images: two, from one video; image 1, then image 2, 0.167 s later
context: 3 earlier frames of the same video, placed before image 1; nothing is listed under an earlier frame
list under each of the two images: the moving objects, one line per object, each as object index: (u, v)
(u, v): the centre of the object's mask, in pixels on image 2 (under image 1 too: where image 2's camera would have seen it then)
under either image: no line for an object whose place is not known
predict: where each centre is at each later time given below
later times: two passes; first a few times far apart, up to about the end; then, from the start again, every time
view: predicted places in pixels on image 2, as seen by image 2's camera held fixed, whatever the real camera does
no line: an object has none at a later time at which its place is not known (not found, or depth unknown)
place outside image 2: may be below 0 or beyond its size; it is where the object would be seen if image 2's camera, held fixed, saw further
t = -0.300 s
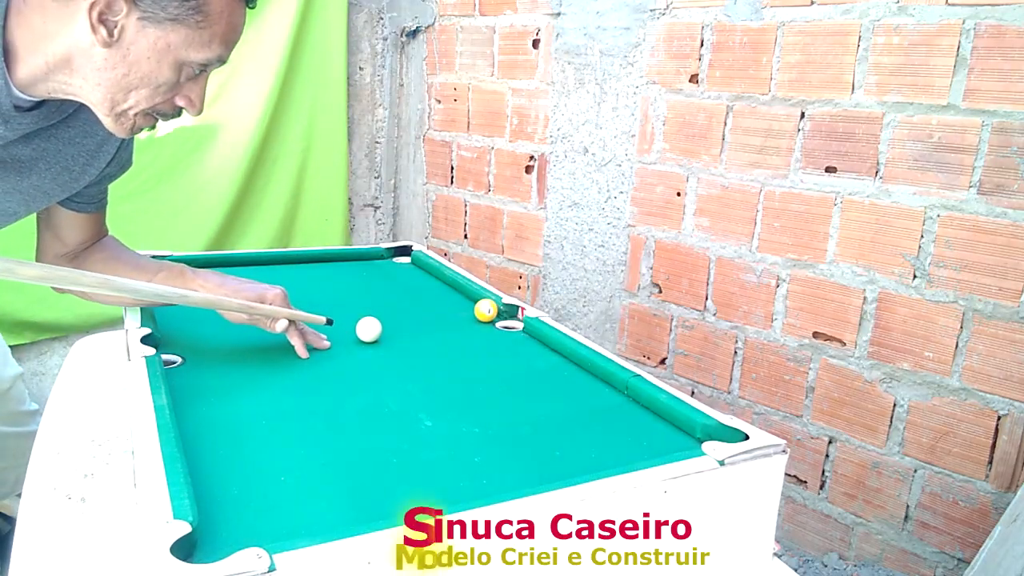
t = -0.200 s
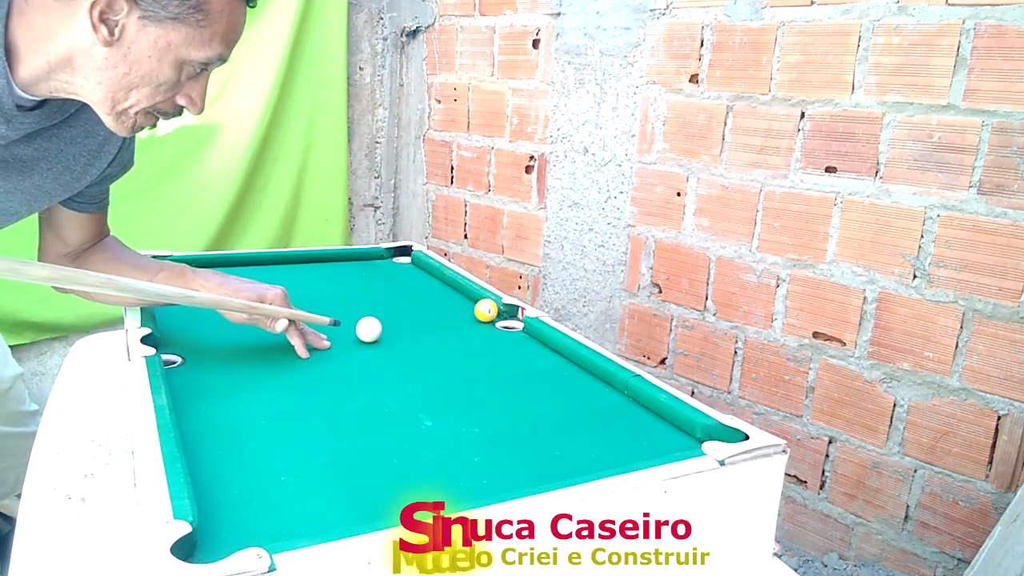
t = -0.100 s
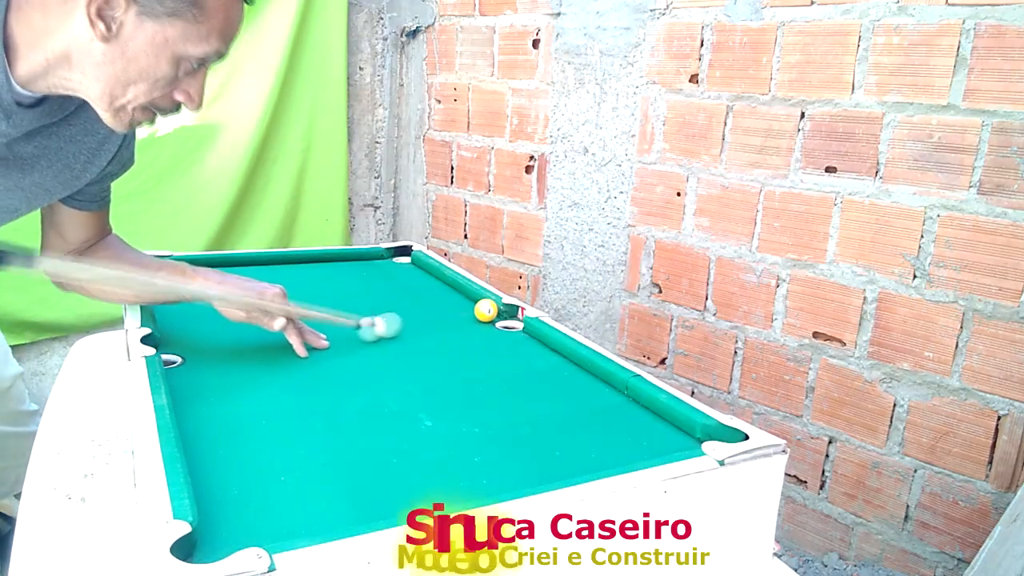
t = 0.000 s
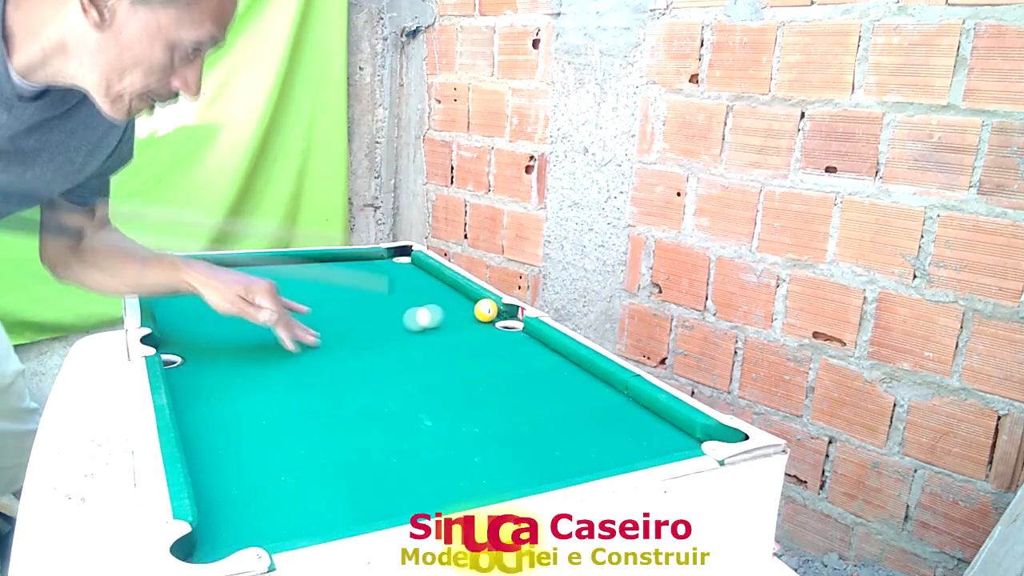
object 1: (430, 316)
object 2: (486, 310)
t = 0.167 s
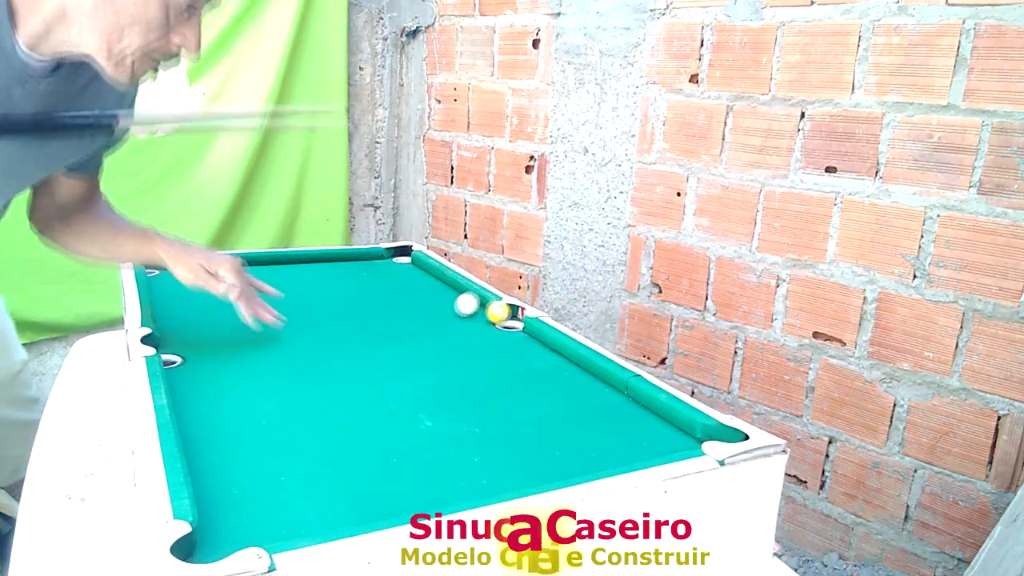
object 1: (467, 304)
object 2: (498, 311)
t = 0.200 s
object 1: (470, 301)
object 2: (501, 313)
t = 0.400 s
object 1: (446, 293)
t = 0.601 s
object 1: (418, 286)
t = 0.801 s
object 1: (392, 280)
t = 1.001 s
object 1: (367, 275)
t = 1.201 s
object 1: (345, 270)
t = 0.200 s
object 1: (470, 301)
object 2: (501, 313)
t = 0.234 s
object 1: (471, 299)
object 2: (504, 316)
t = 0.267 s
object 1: (467, 298)
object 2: (509, 324)
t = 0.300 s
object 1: (462, 297)
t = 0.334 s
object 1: (456, 295)
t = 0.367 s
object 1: (451, 294)
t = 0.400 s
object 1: (446, 293)
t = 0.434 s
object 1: (441, 292)
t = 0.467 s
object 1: (437, 291)
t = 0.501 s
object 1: (432, 290)
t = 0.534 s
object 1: (427, 289)
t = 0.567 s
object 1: (423, 287)
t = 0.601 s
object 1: (418, 286)
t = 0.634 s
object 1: (413, 285)
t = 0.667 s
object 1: (409, 284)
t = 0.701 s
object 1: (405, 283)
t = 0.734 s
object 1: (400, 282)
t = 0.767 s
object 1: (396, 281)
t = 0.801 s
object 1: (392, 280)
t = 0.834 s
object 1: (387, 280)
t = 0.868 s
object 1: (383, 279)
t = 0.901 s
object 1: (379, 278)
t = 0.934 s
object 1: (375, 277)
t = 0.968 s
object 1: (371, 276)
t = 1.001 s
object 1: (367, 275)
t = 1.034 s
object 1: (363, 274)
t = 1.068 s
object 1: (359, 273)
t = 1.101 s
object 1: (356, 272)
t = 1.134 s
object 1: (352, 272)
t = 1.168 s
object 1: (348, 271)
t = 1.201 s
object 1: (345, 270)
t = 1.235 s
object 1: (341, 269)
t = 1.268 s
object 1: (337, 269)
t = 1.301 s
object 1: (333, 268)
